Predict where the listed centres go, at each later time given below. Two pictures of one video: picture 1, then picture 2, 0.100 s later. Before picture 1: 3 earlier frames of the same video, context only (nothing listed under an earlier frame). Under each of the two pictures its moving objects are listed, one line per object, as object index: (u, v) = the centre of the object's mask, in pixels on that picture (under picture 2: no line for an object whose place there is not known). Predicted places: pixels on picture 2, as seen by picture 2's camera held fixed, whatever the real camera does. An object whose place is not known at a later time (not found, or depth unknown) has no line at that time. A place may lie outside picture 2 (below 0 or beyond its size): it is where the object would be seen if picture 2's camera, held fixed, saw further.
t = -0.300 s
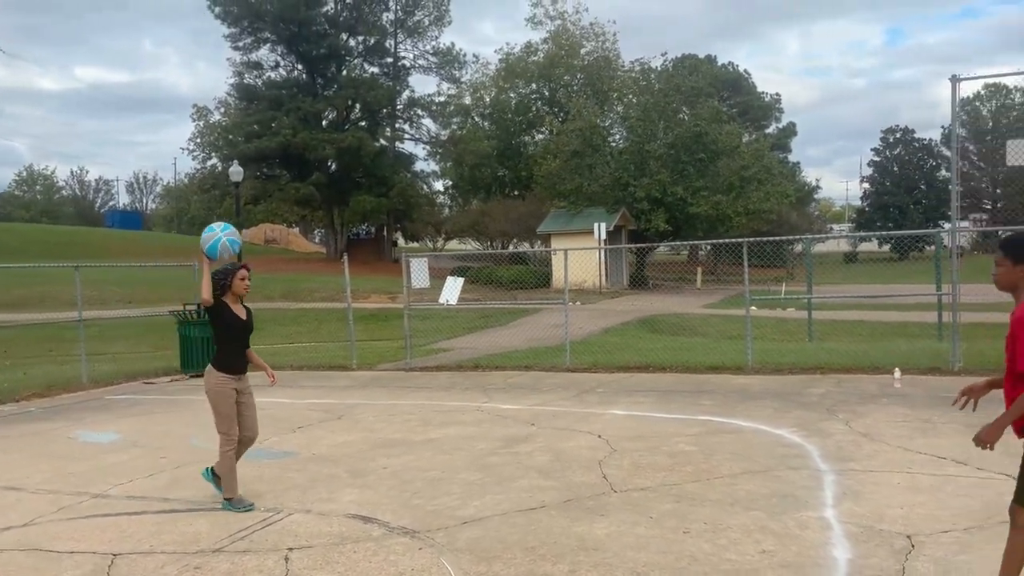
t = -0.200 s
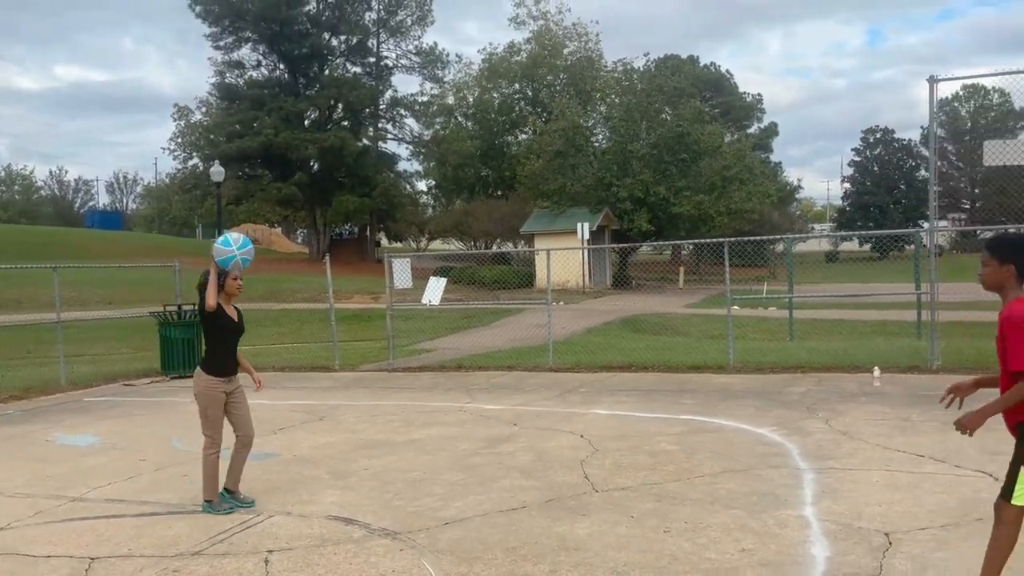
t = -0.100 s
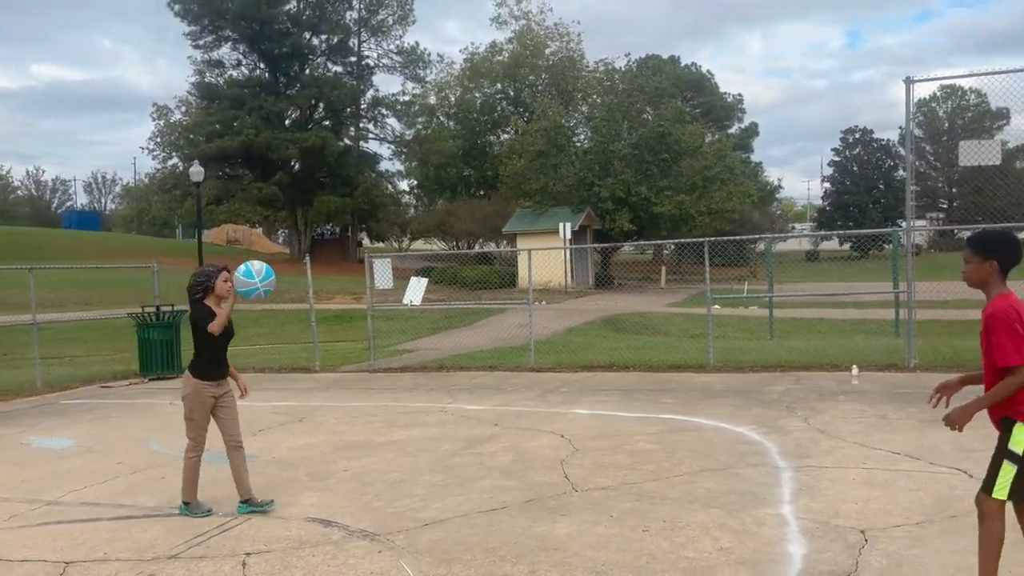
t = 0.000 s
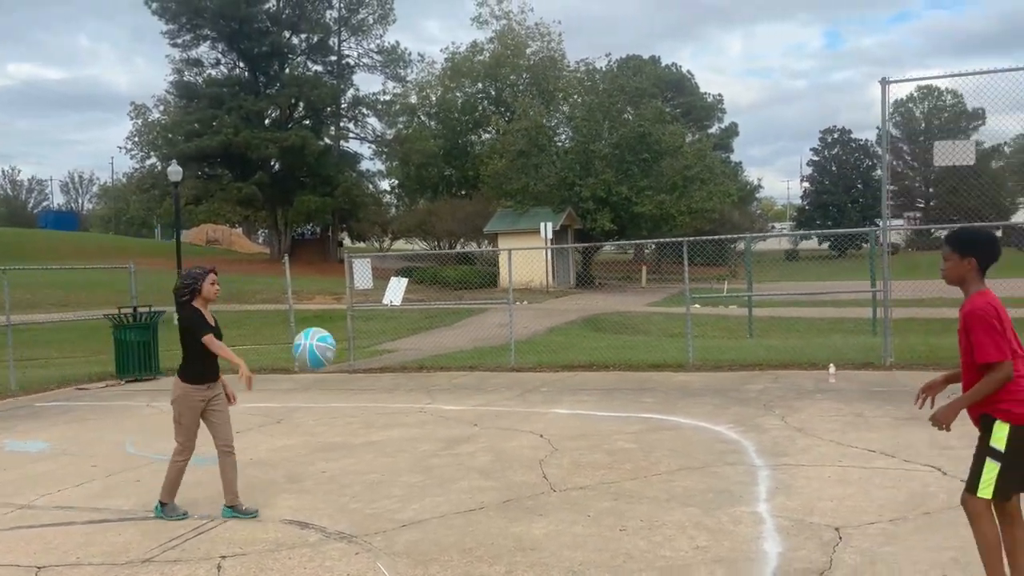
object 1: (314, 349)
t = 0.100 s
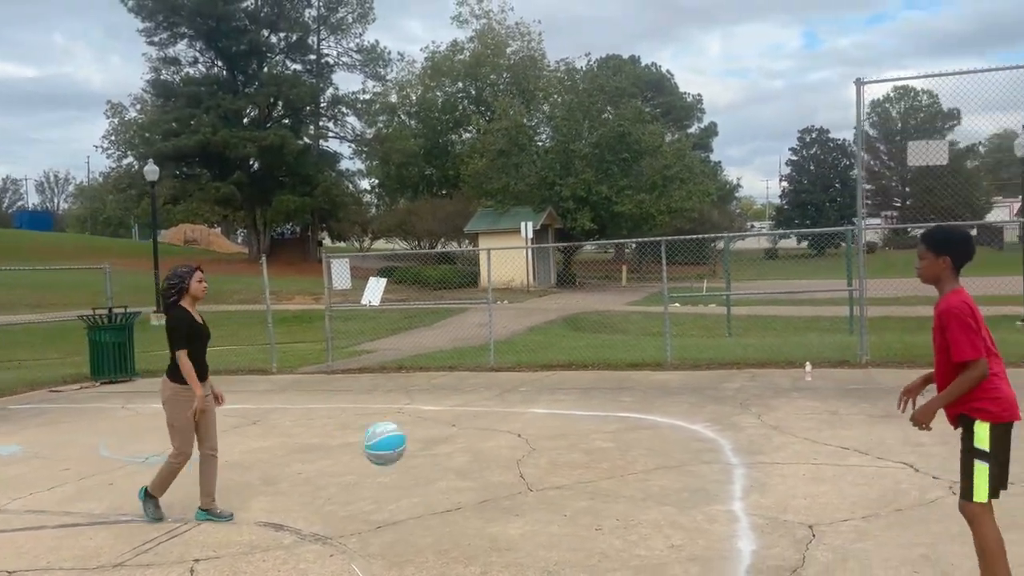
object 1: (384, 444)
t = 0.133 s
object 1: (417, 480)
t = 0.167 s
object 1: (451, 520)
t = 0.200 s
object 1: (465, 500)
